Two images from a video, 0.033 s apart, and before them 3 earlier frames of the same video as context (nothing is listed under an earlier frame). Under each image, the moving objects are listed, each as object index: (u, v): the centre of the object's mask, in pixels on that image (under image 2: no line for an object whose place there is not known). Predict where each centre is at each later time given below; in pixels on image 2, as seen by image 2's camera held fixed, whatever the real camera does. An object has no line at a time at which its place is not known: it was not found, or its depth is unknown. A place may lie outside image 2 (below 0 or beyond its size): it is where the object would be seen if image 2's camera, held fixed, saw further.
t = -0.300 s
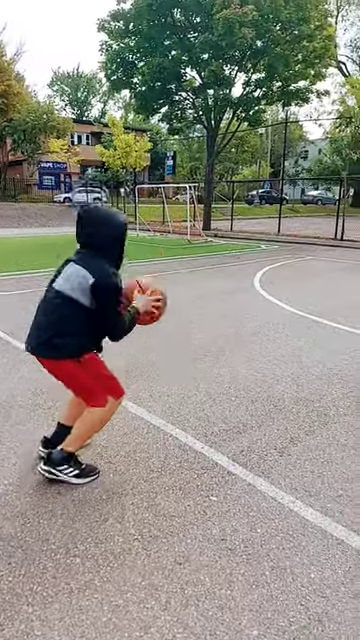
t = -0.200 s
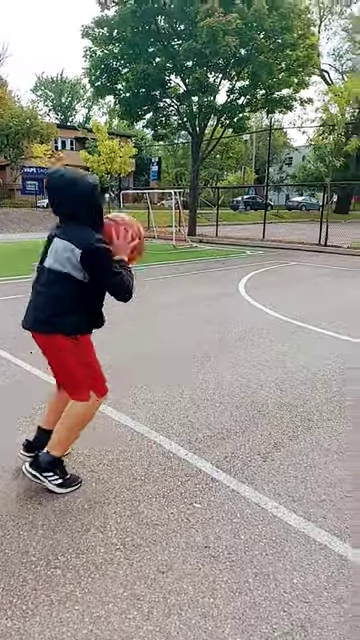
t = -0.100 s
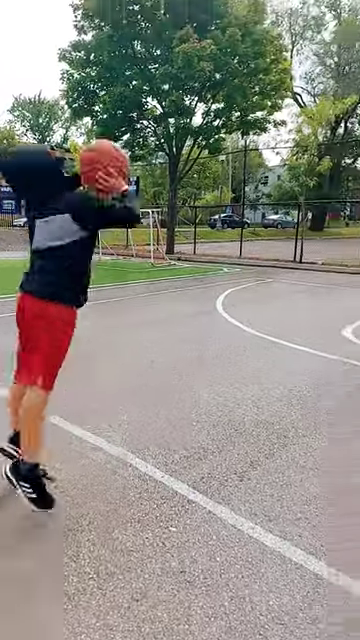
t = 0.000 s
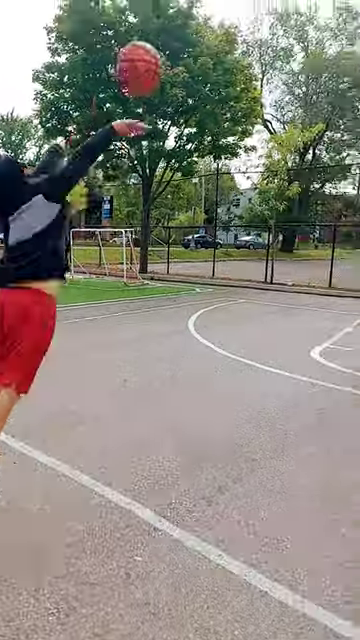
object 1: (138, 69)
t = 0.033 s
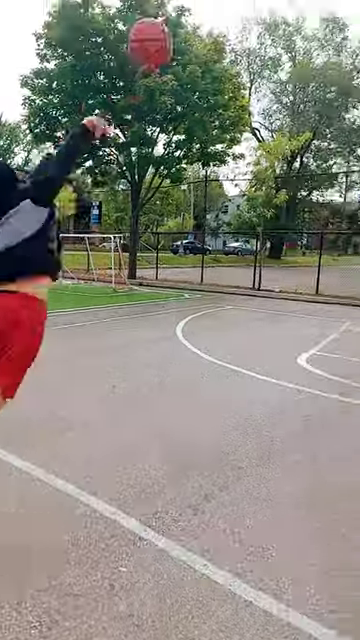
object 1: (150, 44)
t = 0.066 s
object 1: (171, 16)
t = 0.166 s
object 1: (225, -44)
